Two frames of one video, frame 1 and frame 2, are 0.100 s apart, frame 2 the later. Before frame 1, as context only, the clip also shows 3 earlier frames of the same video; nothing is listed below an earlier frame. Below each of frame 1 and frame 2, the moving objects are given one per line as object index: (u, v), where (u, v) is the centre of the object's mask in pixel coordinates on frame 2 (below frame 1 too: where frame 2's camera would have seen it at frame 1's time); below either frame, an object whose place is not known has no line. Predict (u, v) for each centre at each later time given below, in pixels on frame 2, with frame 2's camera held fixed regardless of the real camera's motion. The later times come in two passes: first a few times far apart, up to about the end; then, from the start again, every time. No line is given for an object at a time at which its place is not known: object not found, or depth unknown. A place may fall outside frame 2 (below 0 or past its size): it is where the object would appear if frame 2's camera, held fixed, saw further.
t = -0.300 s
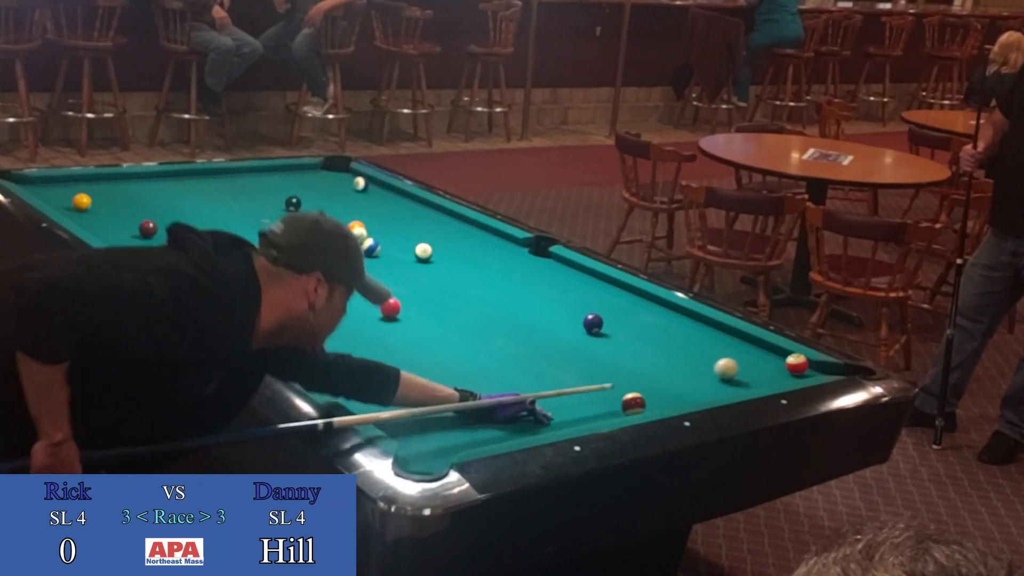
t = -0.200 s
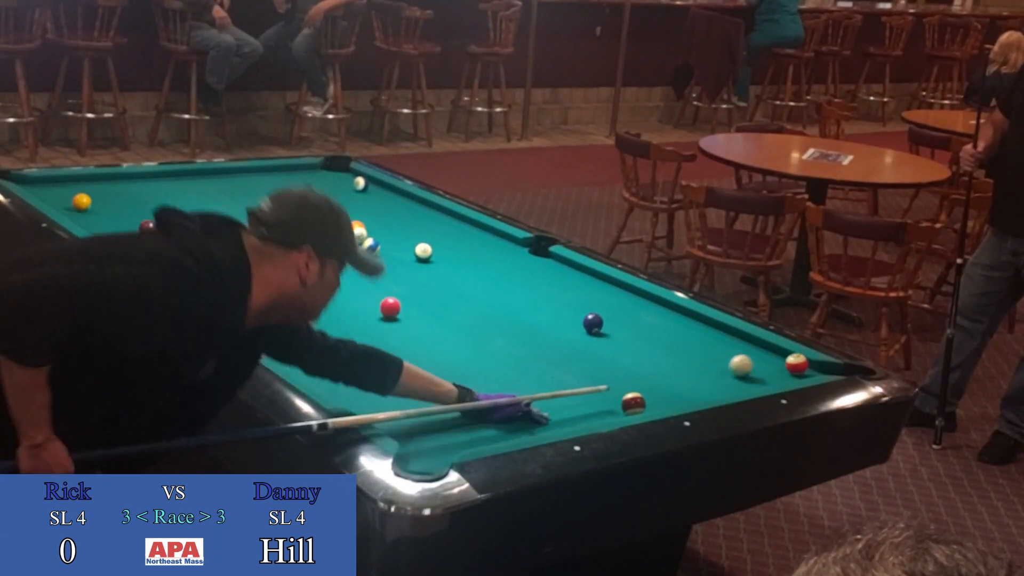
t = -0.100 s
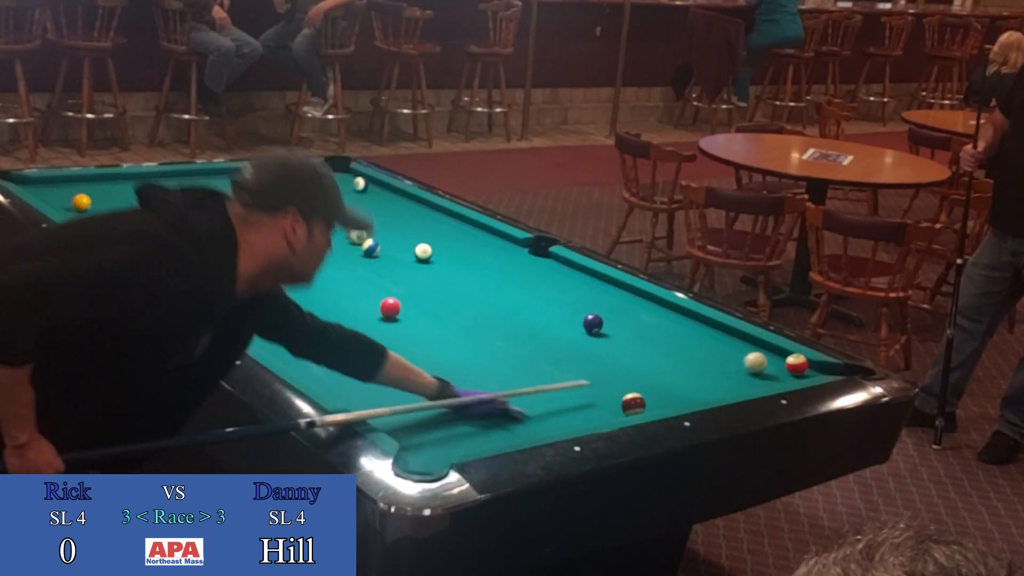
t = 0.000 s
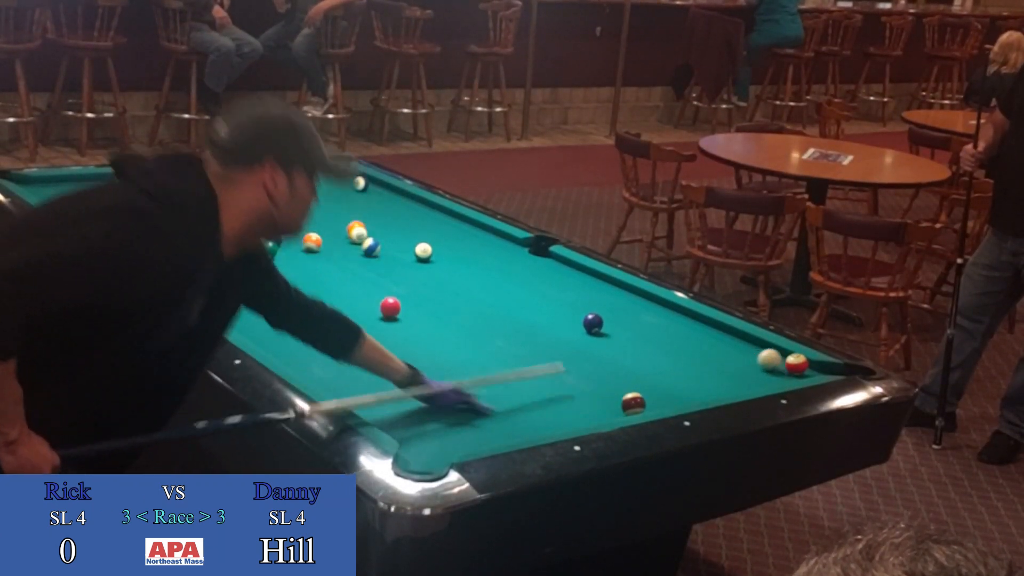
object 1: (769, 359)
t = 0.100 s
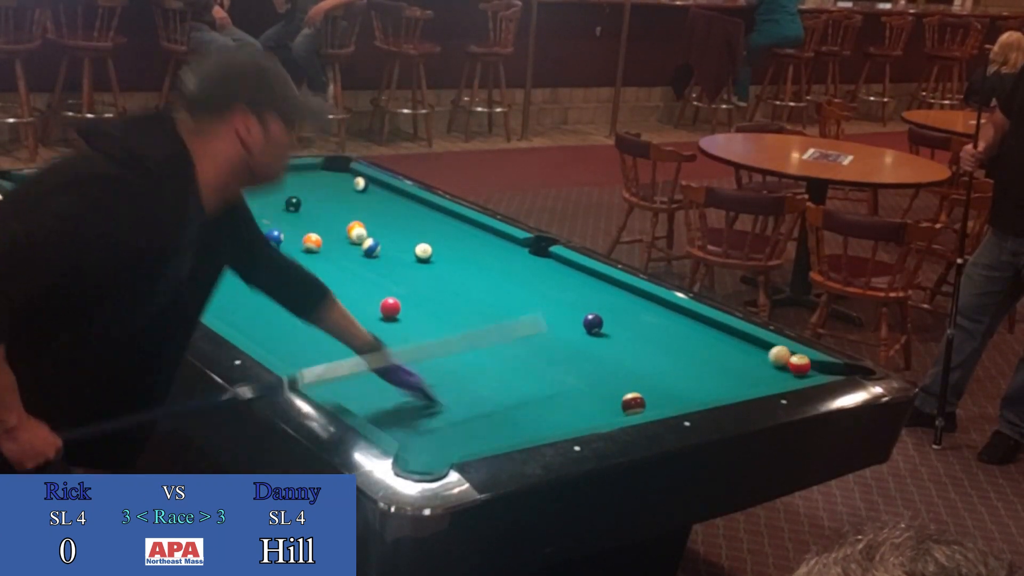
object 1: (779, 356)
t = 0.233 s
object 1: (777, 354)
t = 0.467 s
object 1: (756, 354)
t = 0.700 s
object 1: (737, 354)
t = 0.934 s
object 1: (720, 355)
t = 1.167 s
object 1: (704, 355)
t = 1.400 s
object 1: (689, 355)
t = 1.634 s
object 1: (677, 356)
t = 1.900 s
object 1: (664, 356)
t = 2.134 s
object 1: (655, 356)
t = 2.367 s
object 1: (647, 356)
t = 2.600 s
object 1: (641, 356)
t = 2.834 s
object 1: (636, 356)
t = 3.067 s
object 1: (633, 356)
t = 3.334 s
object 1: (633, 356)
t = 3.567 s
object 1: (633, 356)
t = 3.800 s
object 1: (633, 356)
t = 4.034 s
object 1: (633, 356)
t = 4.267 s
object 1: (633, 356)
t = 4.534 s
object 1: (633, 356)
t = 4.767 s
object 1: (633, 356)
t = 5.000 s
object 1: (633, 355)
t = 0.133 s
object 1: (782, 355)
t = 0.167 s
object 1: (783, 354)
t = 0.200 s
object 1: (780, 354)
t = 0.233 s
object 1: (777, 354)
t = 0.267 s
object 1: (774, 354)
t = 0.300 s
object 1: (771, 354)
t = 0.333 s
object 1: (768, 354)
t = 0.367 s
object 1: (765, 354)
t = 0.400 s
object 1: (762, 354)
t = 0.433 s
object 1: (759, 354)
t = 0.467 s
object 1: (756, 354)
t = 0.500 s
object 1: (753, 354)
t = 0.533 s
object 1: (751, 354)
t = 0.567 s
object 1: (748, 354)
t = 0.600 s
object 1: (745, 354)
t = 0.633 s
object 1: (742, 354)
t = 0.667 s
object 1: (740, 354)
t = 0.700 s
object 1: (737, 354)
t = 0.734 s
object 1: (734, 354)
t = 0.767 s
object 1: (732, 354)
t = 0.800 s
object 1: (729, 354)
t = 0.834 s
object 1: (727, 355)
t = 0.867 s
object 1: (724, 355)
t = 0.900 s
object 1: (722, 355)
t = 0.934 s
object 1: (720, 355)
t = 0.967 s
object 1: (717, 355)
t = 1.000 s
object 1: (715, 355)
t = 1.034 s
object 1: (713, 355)
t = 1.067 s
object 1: (710, 355)
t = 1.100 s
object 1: (708, 355)
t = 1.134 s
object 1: (706, 355)
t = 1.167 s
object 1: (704, 355)
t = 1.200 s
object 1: (702, 355)
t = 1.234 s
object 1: (699, 355)
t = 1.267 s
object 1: (697, 355)
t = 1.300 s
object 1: (695, 355)
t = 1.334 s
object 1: (693, 355)
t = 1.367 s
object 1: (691, 355)
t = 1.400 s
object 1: (689, 355)
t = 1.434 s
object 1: (687, 355)
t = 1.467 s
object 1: (686, 355)
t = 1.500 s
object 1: (683, 355)
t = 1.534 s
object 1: (682, 356)
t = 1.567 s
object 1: (680, 356)
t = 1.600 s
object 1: (678, 356)
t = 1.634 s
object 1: (677, 356)
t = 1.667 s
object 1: (675, 356)
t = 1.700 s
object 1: (673, 356)
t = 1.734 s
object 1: (671, 356)
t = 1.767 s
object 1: (670, 356)
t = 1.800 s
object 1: (669, 356)
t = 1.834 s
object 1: (667, 356)
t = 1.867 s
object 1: (666, 356)
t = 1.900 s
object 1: (664, 356)
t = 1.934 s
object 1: (663, 356)
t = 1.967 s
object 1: (661, 356)
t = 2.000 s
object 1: (660, 356)
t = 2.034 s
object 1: (659, 356)
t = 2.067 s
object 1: (657, 356)
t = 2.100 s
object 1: (656, 356)
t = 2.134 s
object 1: (655, 356)
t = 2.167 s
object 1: (654, 356)
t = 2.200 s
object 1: (652, 356)
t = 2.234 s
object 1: (651, 356)
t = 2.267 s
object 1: (650, 356)
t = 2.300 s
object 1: (649, 356)
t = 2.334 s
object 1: (648, 356)
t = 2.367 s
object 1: (647, 356)
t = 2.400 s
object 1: (646, 356)
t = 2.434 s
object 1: (645, 356)
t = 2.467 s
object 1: (644, 356)
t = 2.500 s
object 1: (643, 356)
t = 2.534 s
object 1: (642, 356)
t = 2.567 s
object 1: (641, 356)
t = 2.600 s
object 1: (641, 356)
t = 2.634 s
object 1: (640, 356)
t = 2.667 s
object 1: (639, 356)
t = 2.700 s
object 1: (639, 356)
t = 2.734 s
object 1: (638, 356)
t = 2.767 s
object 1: (637, 356)
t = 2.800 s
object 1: (637, 356)
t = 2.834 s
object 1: (636, 356)
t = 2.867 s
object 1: (636, 356)
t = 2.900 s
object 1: (635, 356)
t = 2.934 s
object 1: (635, 356)
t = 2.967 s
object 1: (634, 356)
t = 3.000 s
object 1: (634, 356)
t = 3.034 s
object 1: (634, 356)
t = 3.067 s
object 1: (633, 356)
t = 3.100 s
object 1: (633, 356)
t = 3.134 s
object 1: (633, 356)
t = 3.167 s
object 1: (633, 356)
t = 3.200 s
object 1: (633, 356)
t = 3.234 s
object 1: (633, 356)
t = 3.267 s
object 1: (633, 356)
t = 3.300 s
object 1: (633, 356)
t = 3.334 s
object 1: (633, 356)
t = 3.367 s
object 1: (633, 356)
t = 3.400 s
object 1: (633, 356)
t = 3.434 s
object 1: (633, 356)
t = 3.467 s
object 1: (633, 356)
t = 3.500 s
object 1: (633, 356)
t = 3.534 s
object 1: (633, 356)
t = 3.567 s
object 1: (633, 356)
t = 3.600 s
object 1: (633, 356)
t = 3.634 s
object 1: (633, 356)
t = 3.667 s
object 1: (633, 356)
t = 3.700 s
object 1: (633, 356)
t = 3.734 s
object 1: (633, 356)
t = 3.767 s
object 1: (633, 356)
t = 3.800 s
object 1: (633, 356)
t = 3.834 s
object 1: (633, 356)
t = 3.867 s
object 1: (633, 356)
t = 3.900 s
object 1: (633, 356)
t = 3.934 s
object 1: (633, 356)
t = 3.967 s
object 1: (633, 356)
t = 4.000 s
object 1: (633, 356)
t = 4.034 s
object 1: (633, 356)
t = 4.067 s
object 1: (633, 356)
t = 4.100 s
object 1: (633, 356)
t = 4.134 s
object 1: (633, 356)
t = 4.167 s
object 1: (633, 356)
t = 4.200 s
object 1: (633, 356)
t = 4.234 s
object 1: (633, 356)
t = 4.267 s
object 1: (633, 356)
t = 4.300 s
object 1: (633, 356)
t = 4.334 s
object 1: (633, 356)
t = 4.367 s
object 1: (633, 356)
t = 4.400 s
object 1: (633, 356)
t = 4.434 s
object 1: (633, 356)
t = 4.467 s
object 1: (633, 356)
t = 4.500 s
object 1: (633, 356)
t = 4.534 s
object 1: (633, 356)
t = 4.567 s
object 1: (633, 356)
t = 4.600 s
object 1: (633, 356)
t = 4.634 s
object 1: (633, 356)
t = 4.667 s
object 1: (633, 356)
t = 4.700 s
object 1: (633, 356)
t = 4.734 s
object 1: (633, 356)
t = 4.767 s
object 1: (633, 356)
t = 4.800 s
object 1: (633, 356)
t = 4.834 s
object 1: (633, 356)
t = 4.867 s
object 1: (633, 356)
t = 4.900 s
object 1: (633, 357)
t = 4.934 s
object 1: (633, 356)
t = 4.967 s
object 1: (633, 356)
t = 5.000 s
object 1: (633, 355)
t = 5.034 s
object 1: (633, 356)
